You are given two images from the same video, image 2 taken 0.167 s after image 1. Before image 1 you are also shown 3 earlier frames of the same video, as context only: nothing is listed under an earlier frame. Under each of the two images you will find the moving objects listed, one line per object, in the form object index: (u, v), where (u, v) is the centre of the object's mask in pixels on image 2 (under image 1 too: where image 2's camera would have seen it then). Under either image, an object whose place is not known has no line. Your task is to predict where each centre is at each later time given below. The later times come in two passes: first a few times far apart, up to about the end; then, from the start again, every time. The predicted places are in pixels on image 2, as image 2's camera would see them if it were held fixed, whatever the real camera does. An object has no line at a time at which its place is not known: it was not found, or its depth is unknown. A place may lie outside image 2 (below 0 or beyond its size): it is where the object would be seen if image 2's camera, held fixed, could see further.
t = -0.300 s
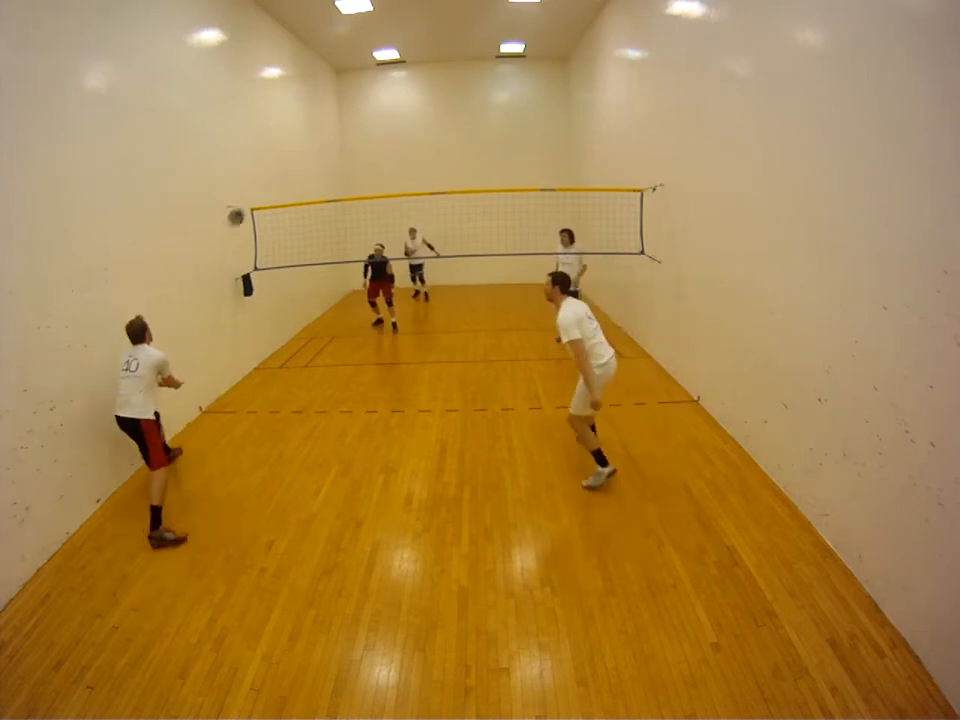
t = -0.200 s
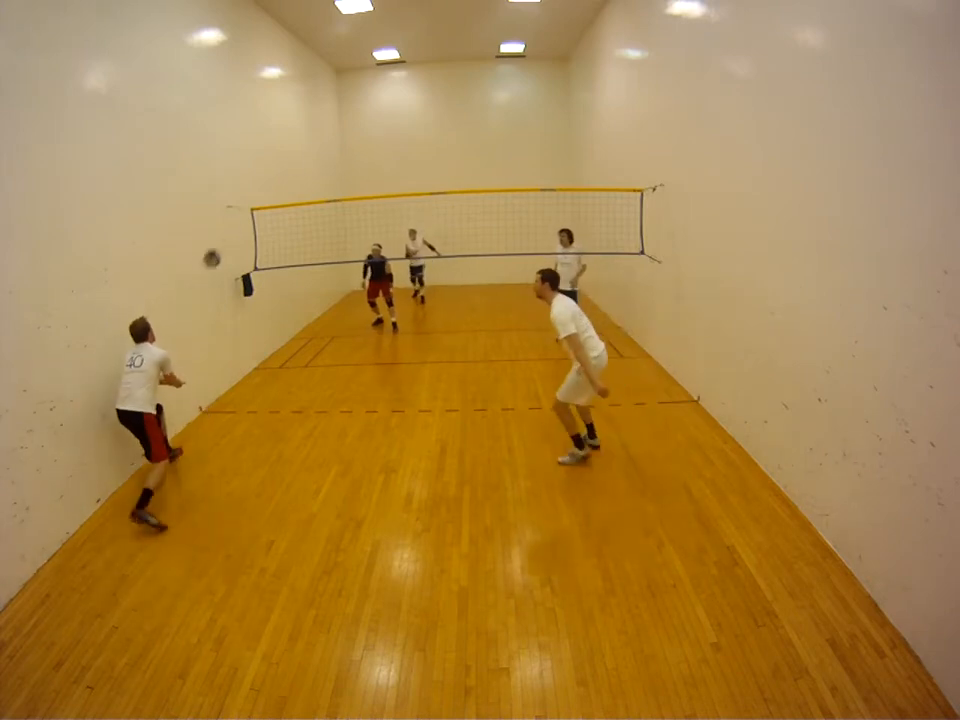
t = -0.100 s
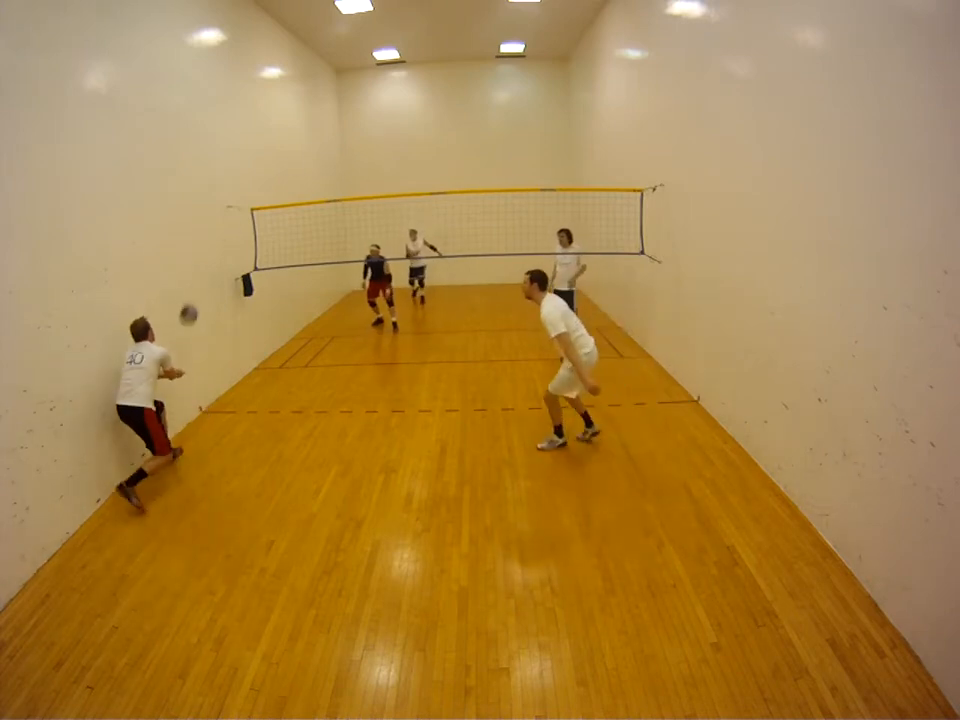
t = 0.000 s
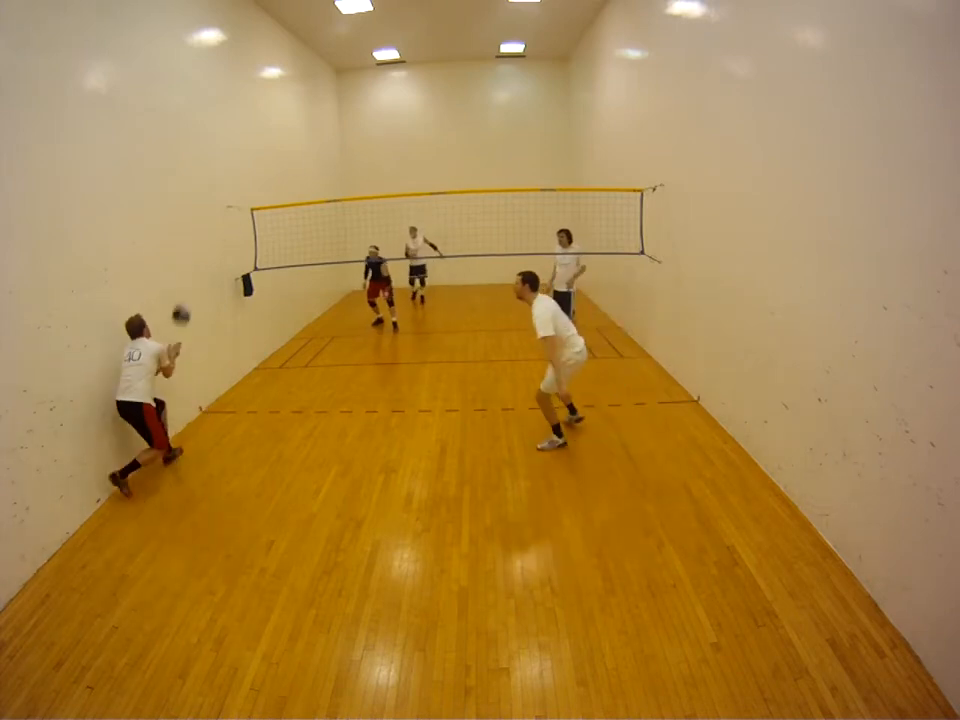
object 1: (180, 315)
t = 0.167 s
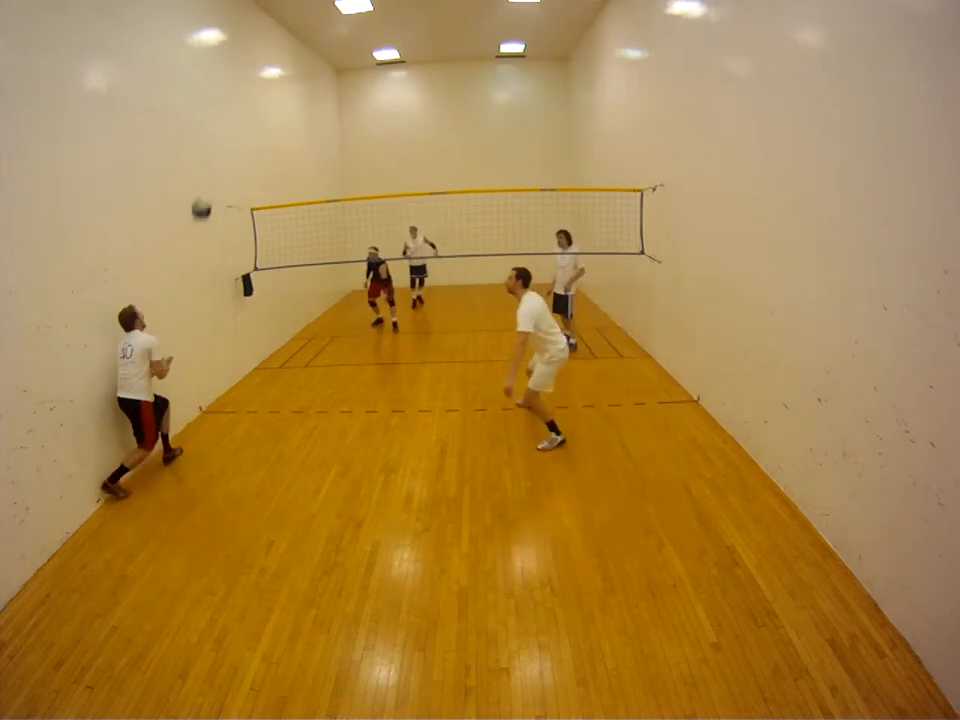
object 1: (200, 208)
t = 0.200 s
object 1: (206, 191)
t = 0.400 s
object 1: (247, 101)
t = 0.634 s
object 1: (301, 49)
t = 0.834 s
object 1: (353, 46)
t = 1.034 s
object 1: (405, 85)
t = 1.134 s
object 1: (432, 121)
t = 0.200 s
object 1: (206, 191)
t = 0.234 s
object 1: (212, 173)
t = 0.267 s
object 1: (218, 156)
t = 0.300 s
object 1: (225, 141)
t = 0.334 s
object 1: (231, 127)
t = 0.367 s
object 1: (239, 113)
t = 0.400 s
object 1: (247, 101)
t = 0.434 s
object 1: (254, 91)
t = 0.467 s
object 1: (261, 81)
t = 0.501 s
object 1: (269, 72)
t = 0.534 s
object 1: (277, 64)
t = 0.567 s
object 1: (286, 58)
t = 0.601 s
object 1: (293, 53)
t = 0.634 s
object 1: (301, 49)
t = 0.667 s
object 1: (311, 45)
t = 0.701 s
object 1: (319, 43)
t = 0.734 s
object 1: (327, 44)
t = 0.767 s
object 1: (335, 44)
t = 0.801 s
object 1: (344, 44)
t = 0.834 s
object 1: (353, 46)
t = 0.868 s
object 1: (361, 50)
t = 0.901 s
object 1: (369, 54)
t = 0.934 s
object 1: (379, 61)
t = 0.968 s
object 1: (388, 68)
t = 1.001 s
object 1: (397, 77)
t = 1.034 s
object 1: (405, 85)
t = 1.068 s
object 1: (414, 96)
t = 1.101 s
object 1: (423, 108)
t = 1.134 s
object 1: (432, 121)
